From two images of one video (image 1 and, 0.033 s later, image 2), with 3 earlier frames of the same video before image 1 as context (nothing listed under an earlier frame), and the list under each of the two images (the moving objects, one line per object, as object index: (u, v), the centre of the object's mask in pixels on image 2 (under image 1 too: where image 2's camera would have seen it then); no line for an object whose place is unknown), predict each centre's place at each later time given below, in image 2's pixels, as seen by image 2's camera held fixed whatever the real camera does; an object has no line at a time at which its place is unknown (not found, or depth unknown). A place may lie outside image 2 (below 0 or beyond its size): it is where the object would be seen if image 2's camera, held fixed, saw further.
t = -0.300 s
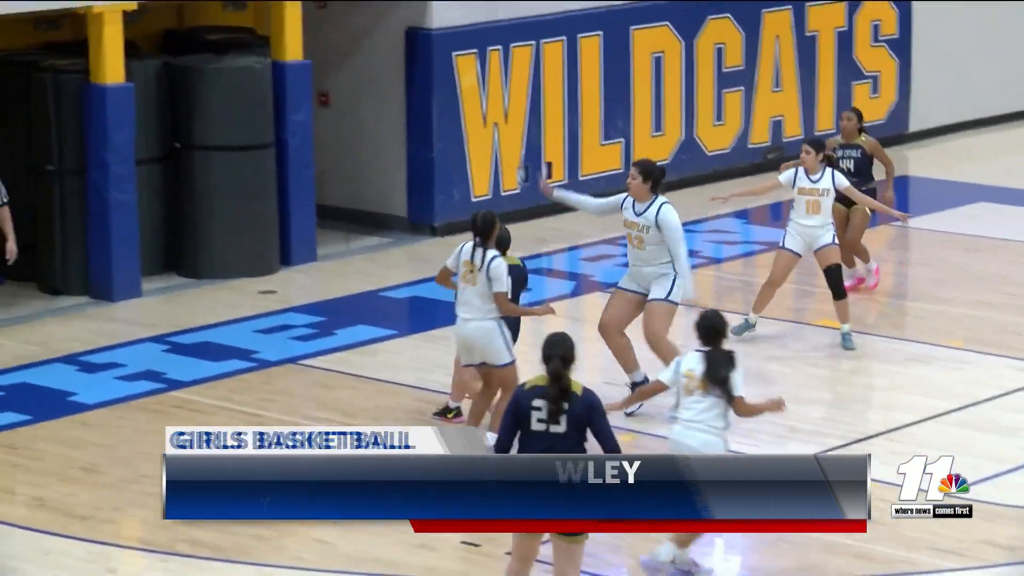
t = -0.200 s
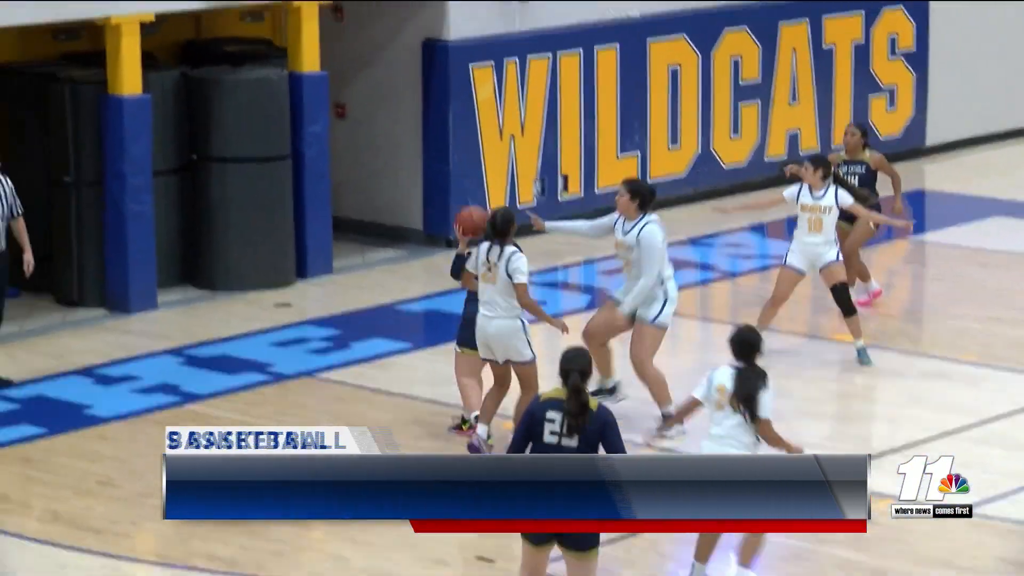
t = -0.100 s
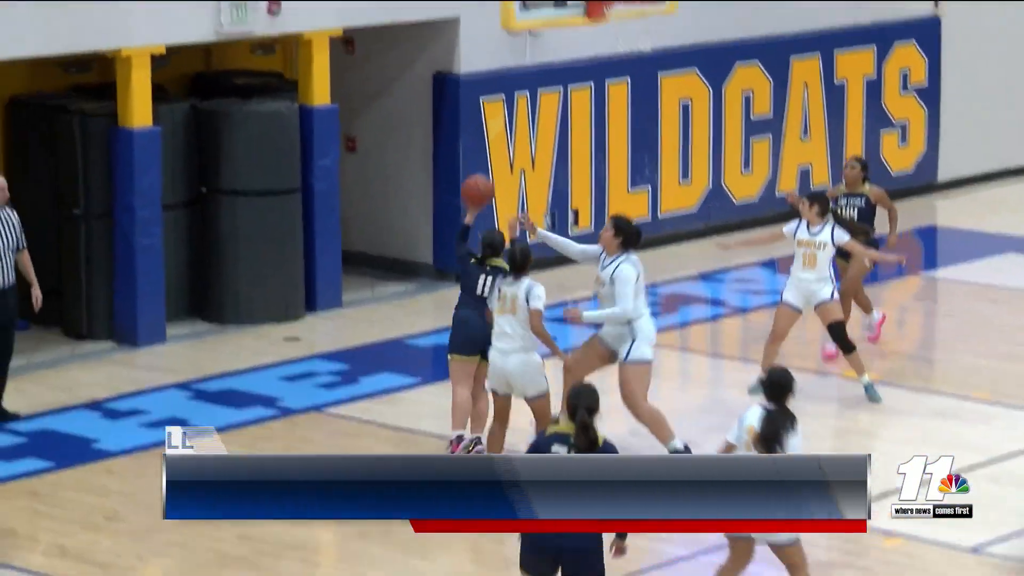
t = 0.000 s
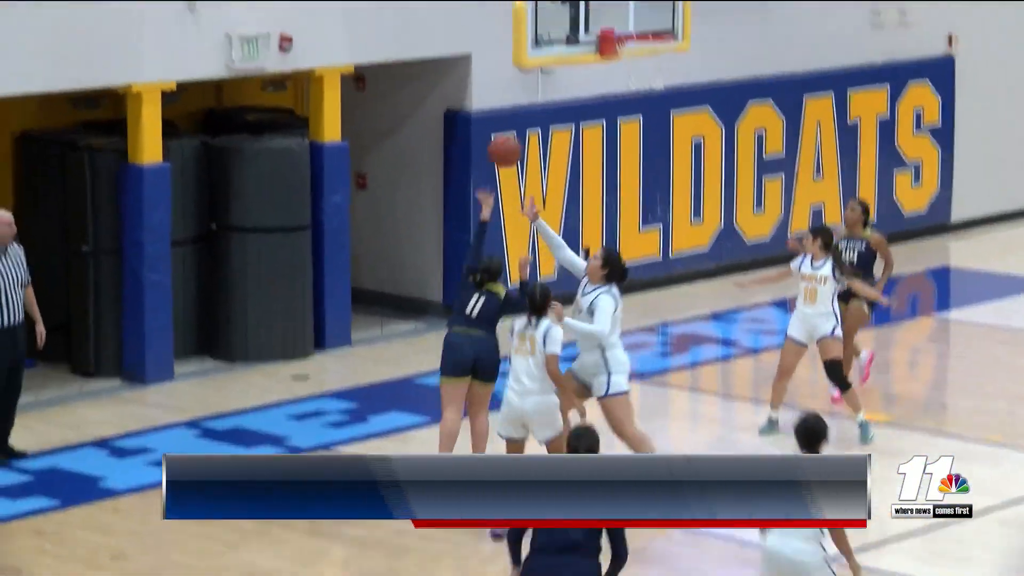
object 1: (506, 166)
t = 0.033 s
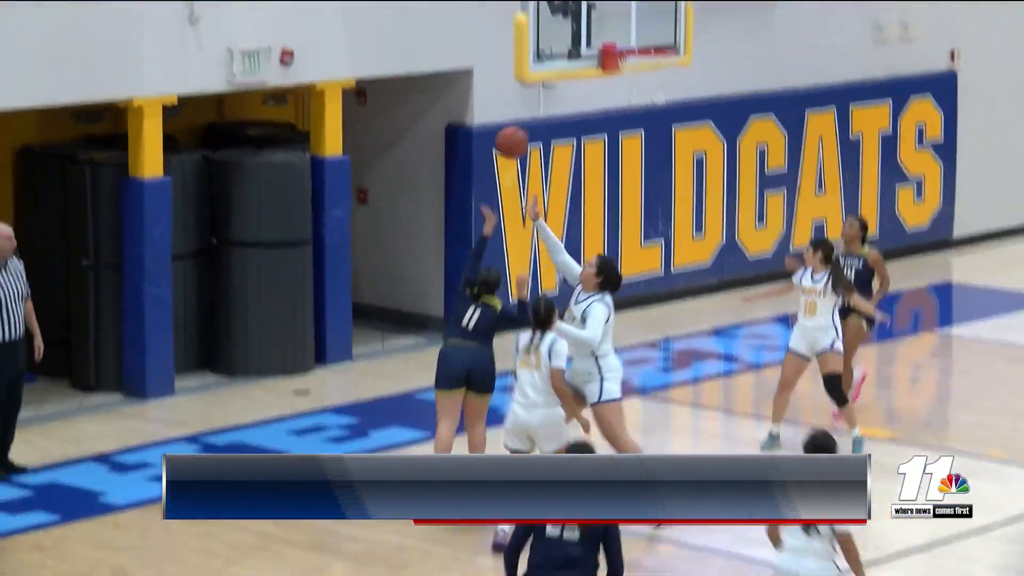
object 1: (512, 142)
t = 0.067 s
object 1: (518, 121)
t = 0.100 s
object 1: (524, 100)
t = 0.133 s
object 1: (530, 83)
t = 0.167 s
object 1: (536, 67)
